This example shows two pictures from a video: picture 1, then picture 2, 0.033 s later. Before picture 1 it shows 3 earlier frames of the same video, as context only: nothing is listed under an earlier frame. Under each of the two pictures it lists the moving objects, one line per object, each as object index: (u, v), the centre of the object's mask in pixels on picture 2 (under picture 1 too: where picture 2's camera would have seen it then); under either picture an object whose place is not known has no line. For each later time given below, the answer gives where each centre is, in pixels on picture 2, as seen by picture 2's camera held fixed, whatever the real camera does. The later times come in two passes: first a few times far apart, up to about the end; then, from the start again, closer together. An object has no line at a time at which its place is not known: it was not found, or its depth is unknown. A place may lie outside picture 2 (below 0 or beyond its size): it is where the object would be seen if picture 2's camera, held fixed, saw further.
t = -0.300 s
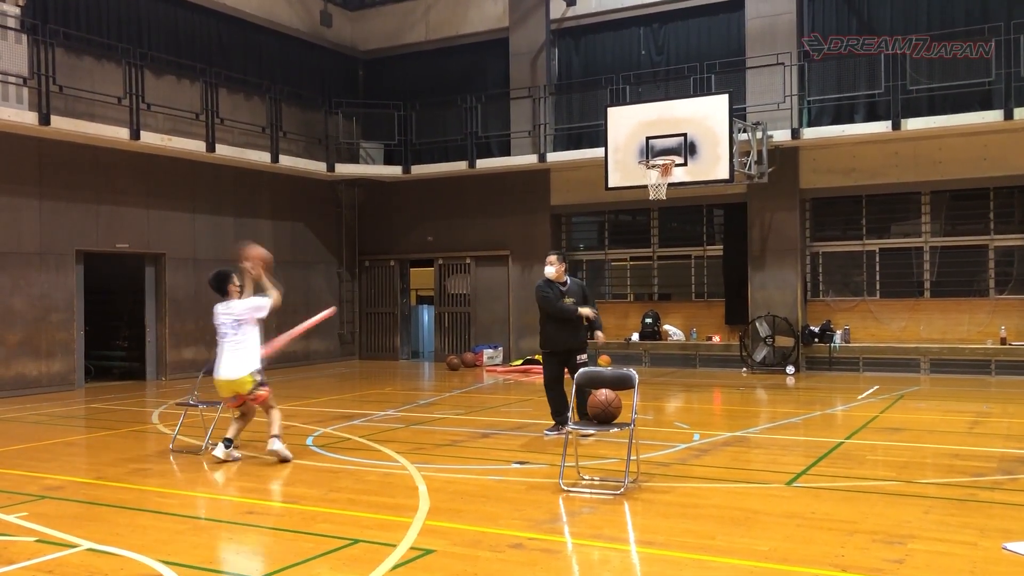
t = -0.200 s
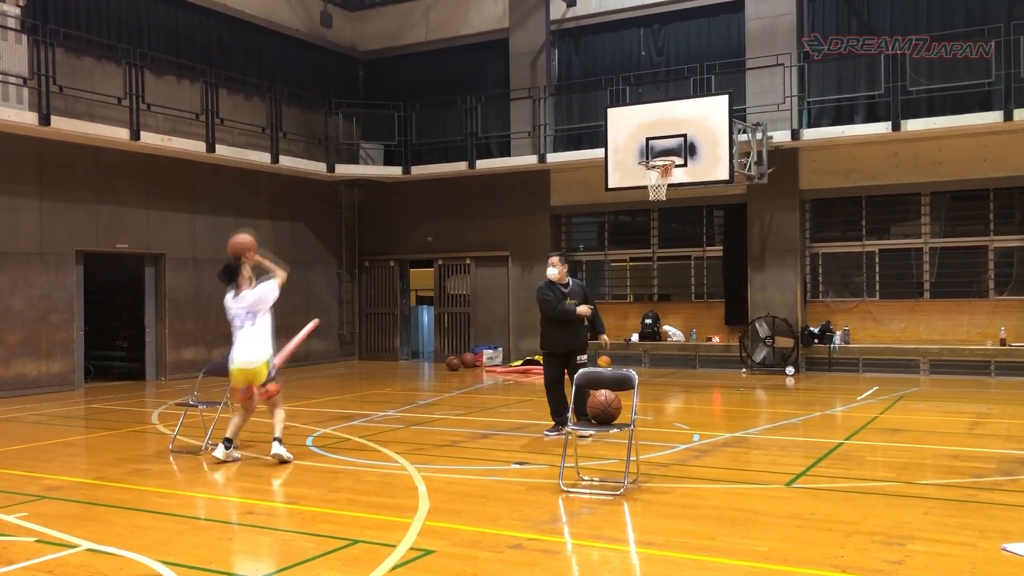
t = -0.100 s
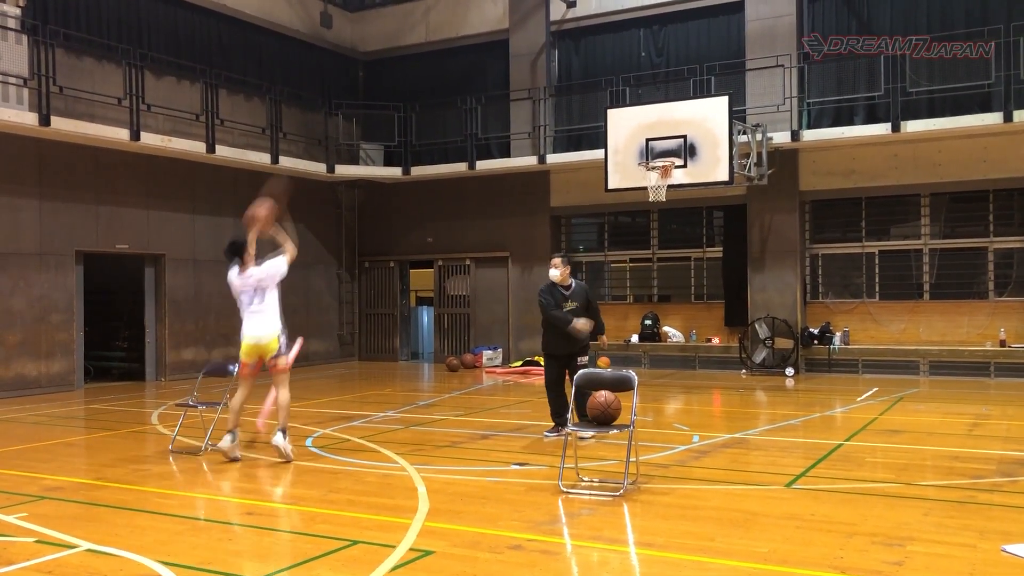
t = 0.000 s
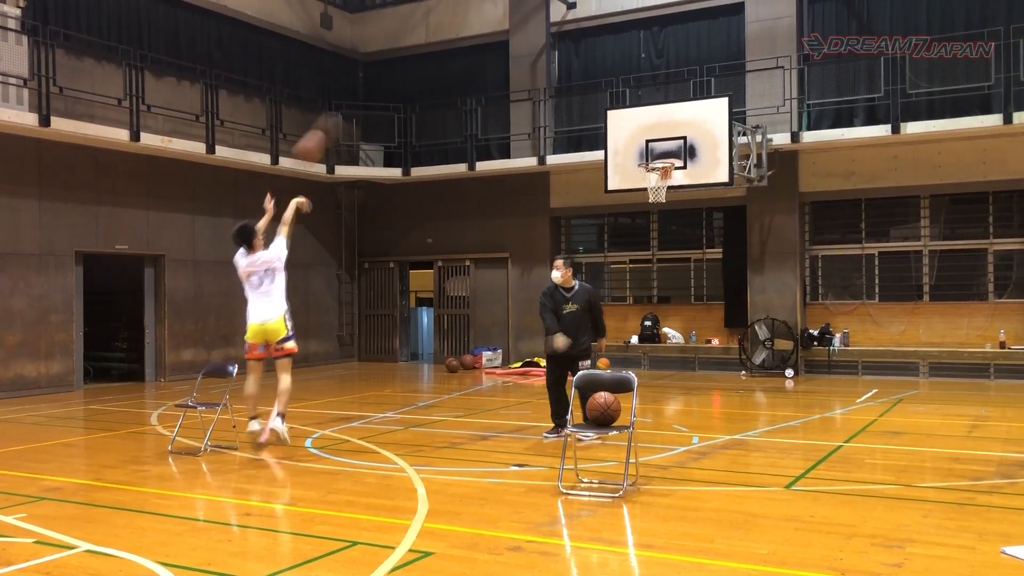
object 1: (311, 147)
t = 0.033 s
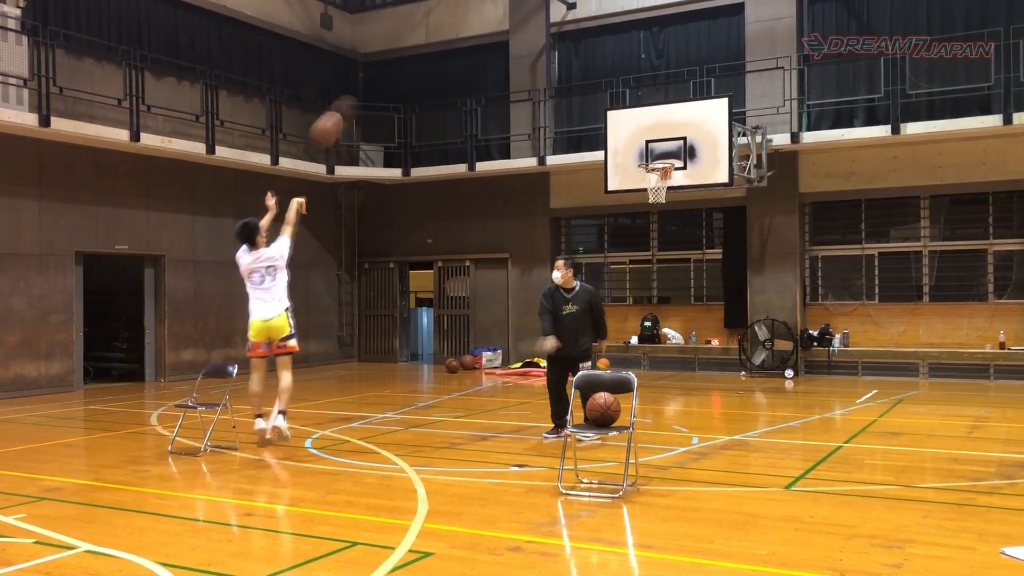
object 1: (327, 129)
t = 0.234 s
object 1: (416, 48)
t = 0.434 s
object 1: (491, 17)
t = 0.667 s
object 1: (559, 30)
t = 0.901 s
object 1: (615, 80)
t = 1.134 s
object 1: (661, 153)
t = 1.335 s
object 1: (672, 88)
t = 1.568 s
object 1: (685, 49)
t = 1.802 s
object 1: (699, 48)
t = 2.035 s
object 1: (712, 88)
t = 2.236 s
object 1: (722, 159)
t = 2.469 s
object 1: (738, 289)
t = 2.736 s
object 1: (754, 347)
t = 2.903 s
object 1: (764, 281)
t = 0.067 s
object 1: (343, 112)
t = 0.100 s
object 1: (359, 95)
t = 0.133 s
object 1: (373, 81)
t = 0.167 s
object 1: (388, 69)
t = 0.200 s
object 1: (403, 58)
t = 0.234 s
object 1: (416, 48)
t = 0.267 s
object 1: (430, 40)
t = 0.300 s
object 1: (443, 32)
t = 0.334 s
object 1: (456, 26)
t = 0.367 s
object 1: (468, 22)
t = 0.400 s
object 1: (479, 19)
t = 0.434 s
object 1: (491, 17)
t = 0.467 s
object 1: (502, 16)
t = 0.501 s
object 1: (512, 16)
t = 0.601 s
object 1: (541, 22)
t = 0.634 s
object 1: (549, 25)
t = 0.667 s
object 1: (559, 30)
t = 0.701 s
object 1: (569, 36)
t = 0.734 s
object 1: (578, 42)
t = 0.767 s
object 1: (586, 50)
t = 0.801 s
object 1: (595, 58)
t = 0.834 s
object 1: (602, 65)
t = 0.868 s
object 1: (608, 72)
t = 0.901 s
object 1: (615, 80)
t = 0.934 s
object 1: (624, 92)
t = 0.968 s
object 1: (629, 100)
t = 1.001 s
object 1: (638, 115)
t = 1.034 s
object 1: (642, 125)
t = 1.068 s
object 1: (648, 134)
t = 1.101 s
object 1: (656, 151)
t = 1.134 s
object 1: (661, 153)
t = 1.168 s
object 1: (662, 143)
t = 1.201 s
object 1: (665, 127)
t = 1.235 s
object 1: (666, 117)
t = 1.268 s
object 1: (669, 105)
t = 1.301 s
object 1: (671, 94)
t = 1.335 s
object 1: (672, 88)
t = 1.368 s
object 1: (674, 81)
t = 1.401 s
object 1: (676, 73)
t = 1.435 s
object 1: (678, 66)
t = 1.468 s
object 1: (680, 61)
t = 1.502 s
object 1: (682, 56)
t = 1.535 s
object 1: (683, 52)
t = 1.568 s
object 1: (685, 49)
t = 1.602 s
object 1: (687, 46)
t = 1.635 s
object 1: (689, 45)
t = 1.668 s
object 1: (691, 44)
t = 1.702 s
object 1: (693, 44)
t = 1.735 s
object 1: (695, 45)
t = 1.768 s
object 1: (697, 46)
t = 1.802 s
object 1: (699, 48)
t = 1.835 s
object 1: (701, 51)
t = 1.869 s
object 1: (703, 56)
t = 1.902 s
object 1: (705, 60)
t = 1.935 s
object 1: (707, 66)
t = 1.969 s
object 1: (709, 72)
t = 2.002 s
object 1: (711, 81)
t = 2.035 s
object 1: (712, 88)
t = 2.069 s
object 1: (714, 95)
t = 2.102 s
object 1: (718, 112)
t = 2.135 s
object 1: (719, 125)
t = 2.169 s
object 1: (720, 138)
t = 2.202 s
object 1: (721, 149)
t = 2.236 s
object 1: (722, 159)
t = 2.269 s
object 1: (725, 175)
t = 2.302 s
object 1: (729, 198)
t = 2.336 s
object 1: (732, 213)
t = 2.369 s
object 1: (734, 232)
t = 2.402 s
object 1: (735, 251)
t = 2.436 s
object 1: (737, 269)
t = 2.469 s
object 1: (738, 289)
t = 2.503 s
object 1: (739, 309)
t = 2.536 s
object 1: (741, 322)
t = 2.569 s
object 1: (747, 346)
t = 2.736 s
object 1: (754, 347)
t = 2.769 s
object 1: (755, 334)
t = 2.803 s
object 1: (759, 313)
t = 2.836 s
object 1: (760, 303)
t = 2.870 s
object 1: (761, 290)
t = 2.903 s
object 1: (764, 281)
